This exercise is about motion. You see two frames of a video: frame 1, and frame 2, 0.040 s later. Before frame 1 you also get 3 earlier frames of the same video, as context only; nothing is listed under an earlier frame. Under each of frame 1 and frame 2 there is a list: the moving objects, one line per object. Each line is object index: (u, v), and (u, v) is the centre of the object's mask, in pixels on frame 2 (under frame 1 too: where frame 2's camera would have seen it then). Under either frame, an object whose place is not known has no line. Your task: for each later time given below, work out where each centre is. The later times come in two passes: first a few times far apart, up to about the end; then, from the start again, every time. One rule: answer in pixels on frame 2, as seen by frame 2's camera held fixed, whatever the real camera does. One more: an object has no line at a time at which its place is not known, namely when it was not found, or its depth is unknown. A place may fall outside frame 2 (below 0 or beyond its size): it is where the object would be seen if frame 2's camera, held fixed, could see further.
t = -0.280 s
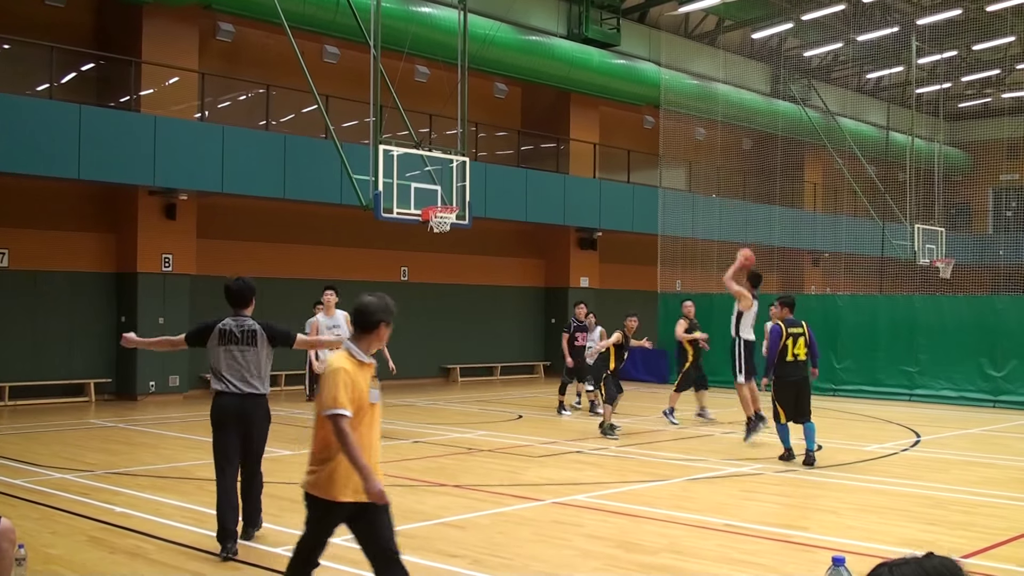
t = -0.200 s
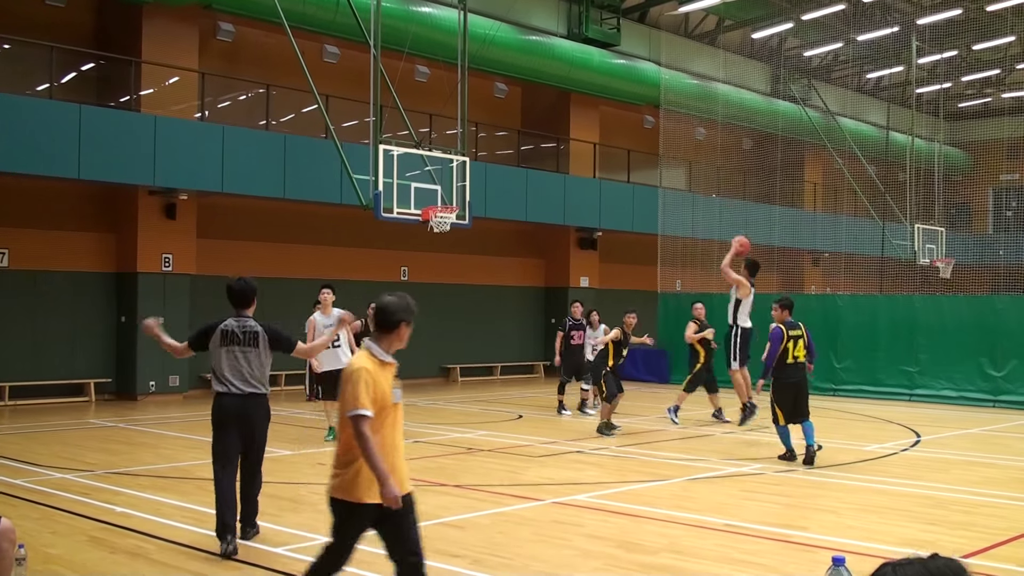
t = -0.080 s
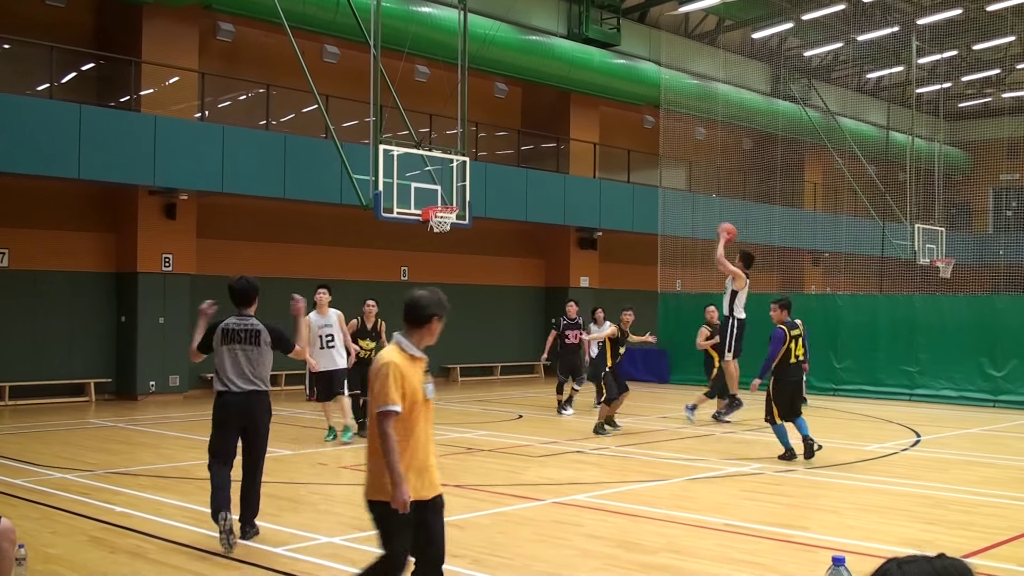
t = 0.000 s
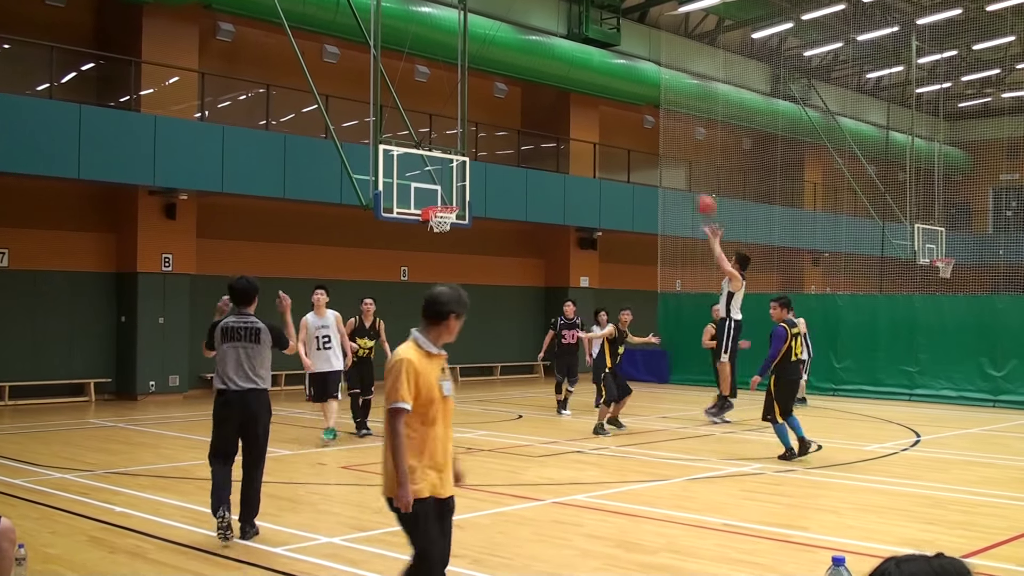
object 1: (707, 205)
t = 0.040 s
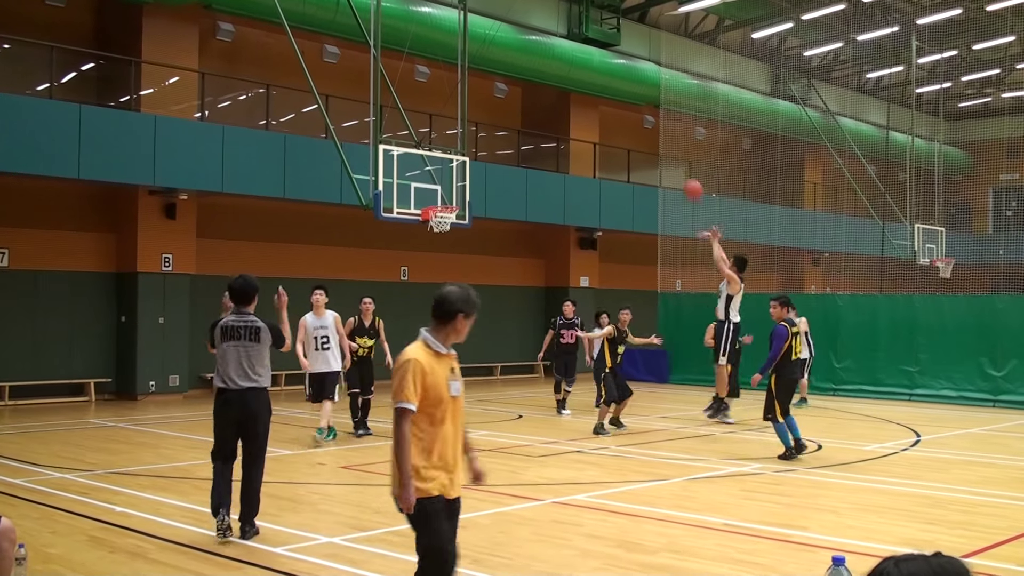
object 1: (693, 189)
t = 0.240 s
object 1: (632, 136)
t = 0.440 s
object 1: (576, 113)
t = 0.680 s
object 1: (515, 126)
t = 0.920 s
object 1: (458, 173)
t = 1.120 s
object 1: (461, 190)
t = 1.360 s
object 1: (527, 180)
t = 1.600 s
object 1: (595, 210)
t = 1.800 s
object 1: (653, 267)
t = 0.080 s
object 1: (681, 176)
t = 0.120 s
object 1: (668, 164)
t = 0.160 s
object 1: (656, 153)
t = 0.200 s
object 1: (644, 144)
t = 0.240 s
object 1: (632, 136)
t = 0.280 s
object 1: (621, 129)
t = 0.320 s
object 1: (609, 124)
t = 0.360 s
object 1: (598, 119)
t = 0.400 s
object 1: (588, 114)
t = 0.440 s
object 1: (576, 113)
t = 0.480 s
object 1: (566, 114)
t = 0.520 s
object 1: (555, 114)
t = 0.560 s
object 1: (545, 116)
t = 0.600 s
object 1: (534, 118)
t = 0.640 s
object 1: (525, 122)
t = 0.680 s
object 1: (515, 126)
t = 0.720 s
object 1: (505, 131)
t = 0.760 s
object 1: (495, 138)
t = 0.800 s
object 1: (485, 146)
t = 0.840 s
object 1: (476, 154)
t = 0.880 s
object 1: (467, 163)
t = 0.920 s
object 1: (458, 173)
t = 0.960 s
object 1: (448, 185)
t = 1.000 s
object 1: (439, 197)
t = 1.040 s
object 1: (440, 199)
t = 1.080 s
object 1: (449, 196)
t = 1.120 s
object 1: (461, 190)
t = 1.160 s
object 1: (472, 185)
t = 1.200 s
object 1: (482, 182)
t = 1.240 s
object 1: (493, 180)
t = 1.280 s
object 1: (504, 179)
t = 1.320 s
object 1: (515, 179)
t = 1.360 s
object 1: (527, 180)
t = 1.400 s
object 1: (538, 182)
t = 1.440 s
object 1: (549, 185)
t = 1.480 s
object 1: (560, 190)
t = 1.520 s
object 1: (571, 195)
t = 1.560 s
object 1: (583, 202)
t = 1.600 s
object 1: (595, 210)
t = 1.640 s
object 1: (606, 220)
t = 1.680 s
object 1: (617, 230)
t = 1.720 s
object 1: (630, 242)
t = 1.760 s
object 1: (641, 254)
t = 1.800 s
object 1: (653, 267)
